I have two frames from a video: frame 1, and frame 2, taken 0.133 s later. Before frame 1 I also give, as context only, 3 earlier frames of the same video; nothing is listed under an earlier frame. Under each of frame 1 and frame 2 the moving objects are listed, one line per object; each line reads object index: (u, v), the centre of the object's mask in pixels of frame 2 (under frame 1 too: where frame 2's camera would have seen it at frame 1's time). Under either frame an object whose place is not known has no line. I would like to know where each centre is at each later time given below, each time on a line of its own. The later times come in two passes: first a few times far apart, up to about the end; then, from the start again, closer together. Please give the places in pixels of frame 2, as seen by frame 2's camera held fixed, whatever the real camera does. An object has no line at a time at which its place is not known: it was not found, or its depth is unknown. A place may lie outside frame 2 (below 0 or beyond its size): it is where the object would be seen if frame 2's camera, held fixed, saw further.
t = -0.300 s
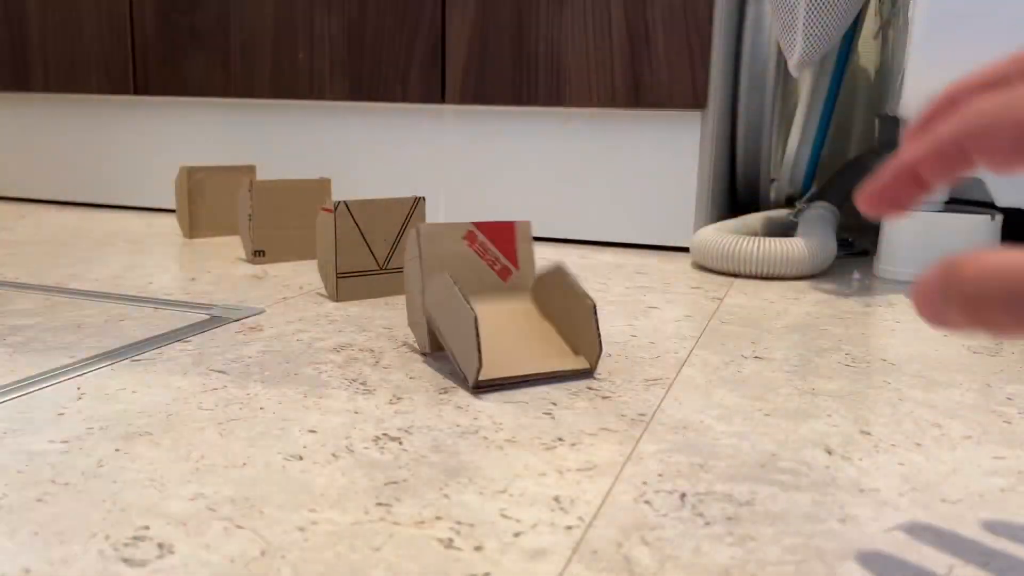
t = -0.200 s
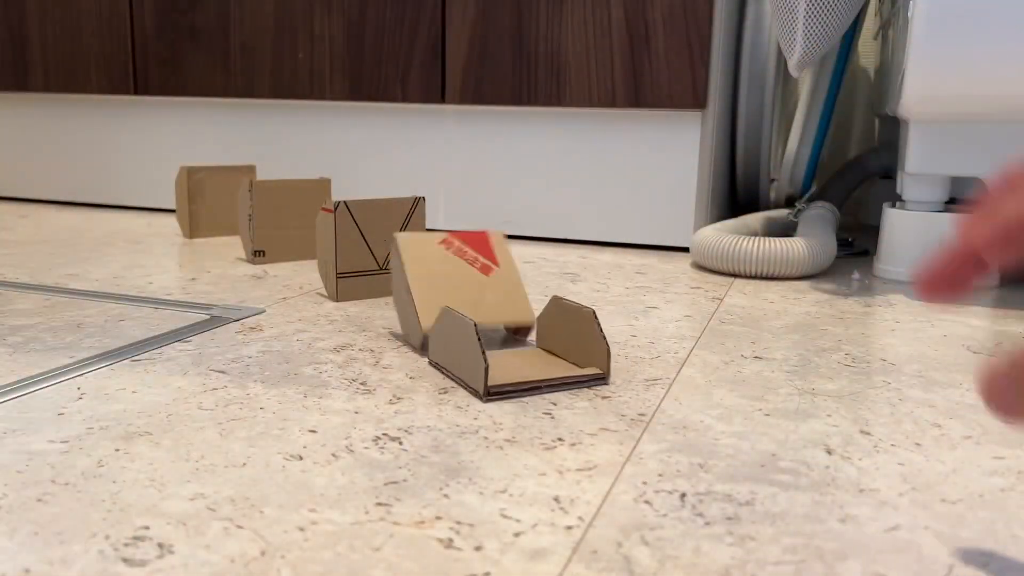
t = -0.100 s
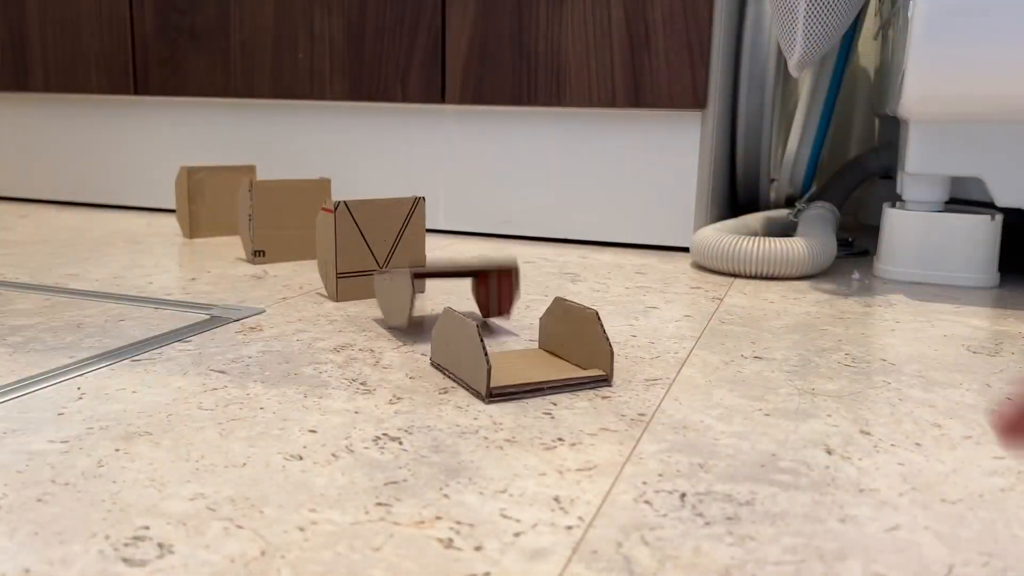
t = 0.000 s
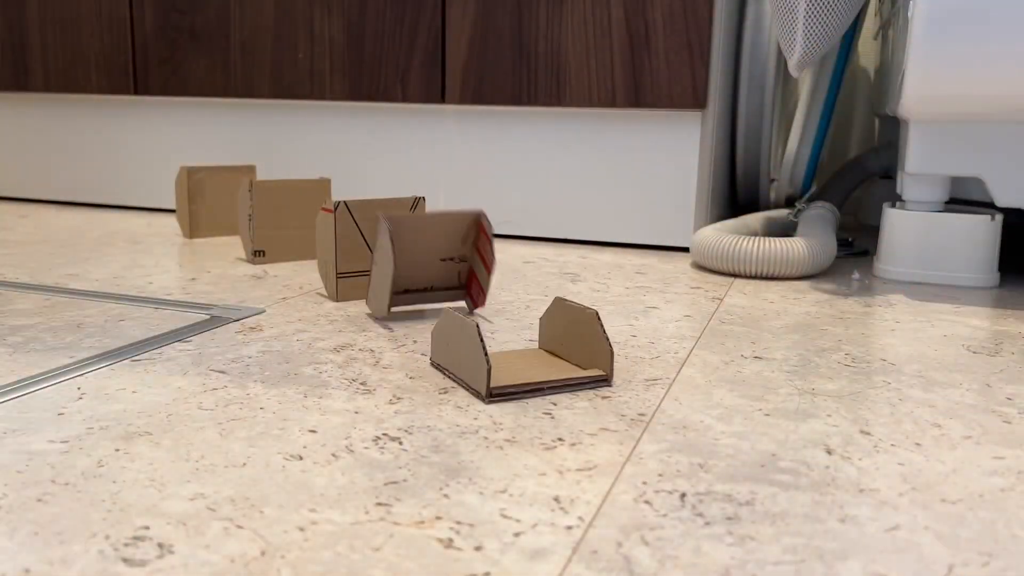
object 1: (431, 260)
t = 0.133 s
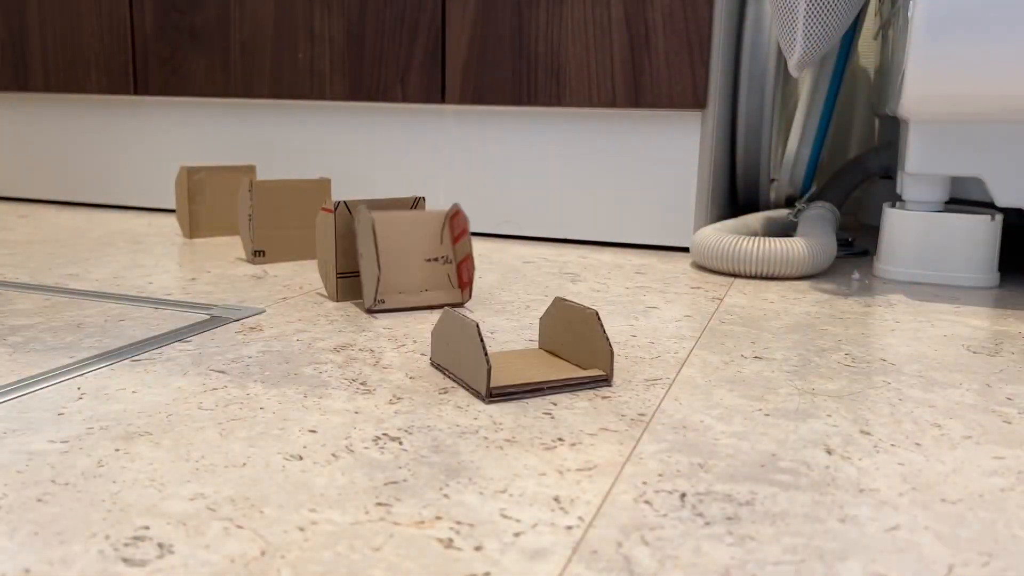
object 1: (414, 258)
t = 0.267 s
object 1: (413, 276)
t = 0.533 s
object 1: (417, 291)
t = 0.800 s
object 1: (417, 291)
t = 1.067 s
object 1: (417, 291)
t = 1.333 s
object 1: (417, 291)
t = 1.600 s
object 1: (417, 291)
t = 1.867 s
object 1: (417, 291)
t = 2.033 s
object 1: (417, 291)
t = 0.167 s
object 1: (413, 260)
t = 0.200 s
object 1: (411, 264)
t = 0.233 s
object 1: (412, 269)
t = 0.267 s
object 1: (413, 276)
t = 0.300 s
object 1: (412, 279)
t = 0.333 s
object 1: (413, 287)
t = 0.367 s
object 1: (417, 290)
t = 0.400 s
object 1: (418, 291)
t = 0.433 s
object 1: (418, 291)
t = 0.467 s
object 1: (418, 291)
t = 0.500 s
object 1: (418, 291)
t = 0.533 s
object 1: (417, 291)
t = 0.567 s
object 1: (417, 291)
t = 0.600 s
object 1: (417, 291)
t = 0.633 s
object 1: (417, 291)
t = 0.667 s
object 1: (417, 291)
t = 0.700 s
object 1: (417, 291)
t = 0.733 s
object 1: (417, 291)
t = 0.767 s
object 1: (417, 291)
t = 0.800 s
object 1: (417, 291)
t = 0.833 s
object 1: (417, 291)
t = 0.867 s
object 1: (417, 291)
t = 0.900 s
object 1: (417, 291)
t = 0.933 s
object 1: (417, 291)
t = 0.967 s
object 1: (417, 291)
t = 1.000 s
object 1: (417, 291)
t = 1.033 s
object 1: (417, 291)
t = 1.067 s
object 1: (417, 291)
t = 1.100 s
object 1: (417, 291)
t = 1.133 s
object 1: (417, 291)
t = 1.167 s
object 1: (417, 291)
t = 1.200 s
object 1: (417, 291)
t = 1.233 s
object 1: (417, 291)
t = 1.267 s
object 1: (417, 291)
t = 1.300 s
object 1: (417, 291)
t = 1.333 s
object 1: (417, 291)
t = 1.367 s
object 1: (417, 291)
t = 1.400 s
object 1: (417, 291)
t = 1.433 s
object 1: (417, 291)
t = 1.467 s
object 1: (417, 291)
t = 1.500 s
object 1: (417, 291)
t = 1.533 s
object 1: (417, 291)
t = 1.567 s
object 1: (417, 291)
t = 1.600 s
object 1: (417, 291)
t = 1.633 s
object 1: (417, 291)
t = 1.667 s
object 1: (417, 291)
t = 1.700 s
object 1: (417, 291)
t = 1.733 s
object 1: (417, 291)
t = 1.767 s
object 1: (417, 291)
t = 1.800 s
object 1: (417, 291)
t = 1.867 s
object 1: (417, 291)
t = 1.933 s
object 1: (417, 291)
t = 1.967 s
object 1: (417, 291)
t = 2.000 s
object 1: (417, 291)
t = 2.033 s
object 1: (417, 291)
